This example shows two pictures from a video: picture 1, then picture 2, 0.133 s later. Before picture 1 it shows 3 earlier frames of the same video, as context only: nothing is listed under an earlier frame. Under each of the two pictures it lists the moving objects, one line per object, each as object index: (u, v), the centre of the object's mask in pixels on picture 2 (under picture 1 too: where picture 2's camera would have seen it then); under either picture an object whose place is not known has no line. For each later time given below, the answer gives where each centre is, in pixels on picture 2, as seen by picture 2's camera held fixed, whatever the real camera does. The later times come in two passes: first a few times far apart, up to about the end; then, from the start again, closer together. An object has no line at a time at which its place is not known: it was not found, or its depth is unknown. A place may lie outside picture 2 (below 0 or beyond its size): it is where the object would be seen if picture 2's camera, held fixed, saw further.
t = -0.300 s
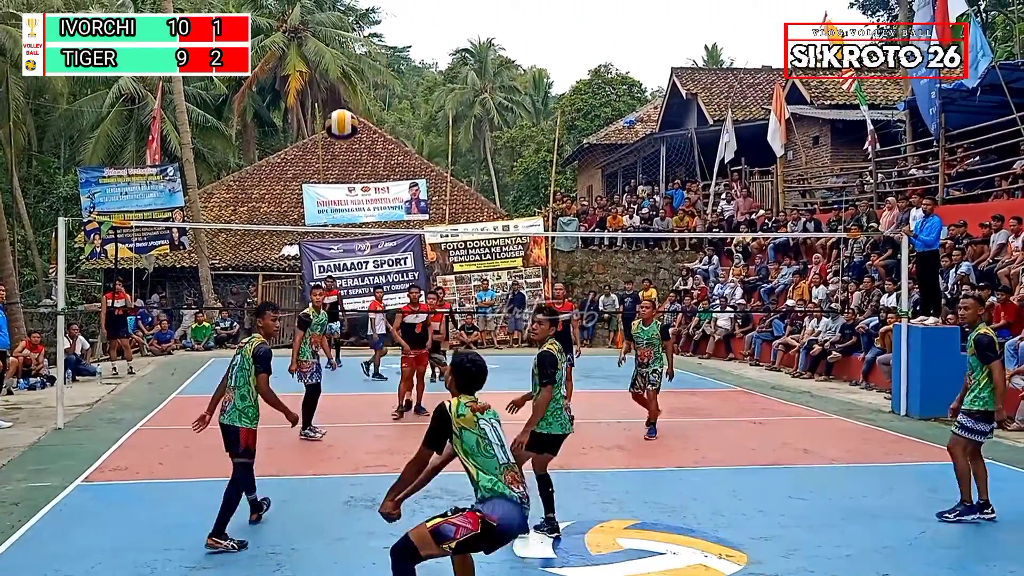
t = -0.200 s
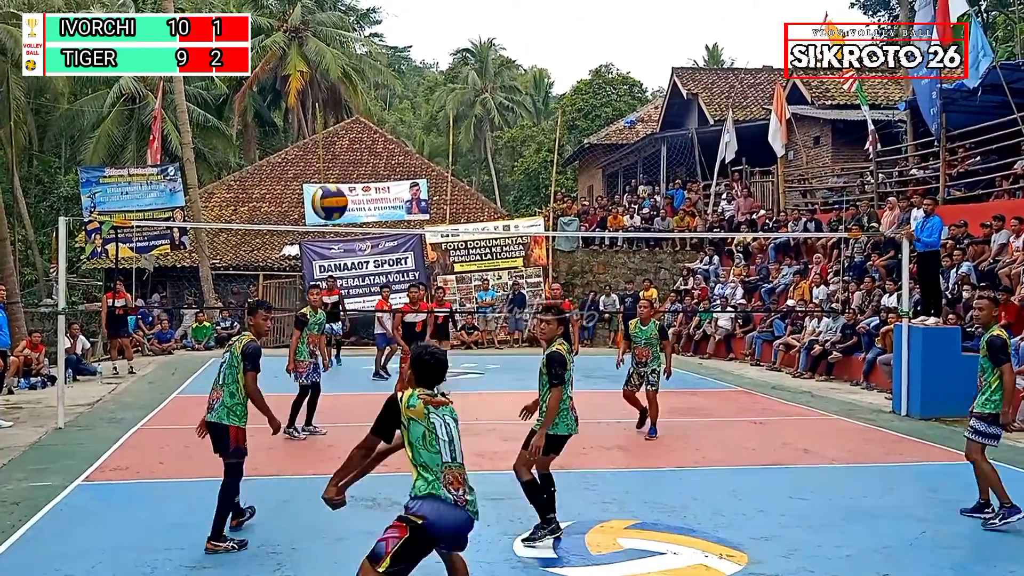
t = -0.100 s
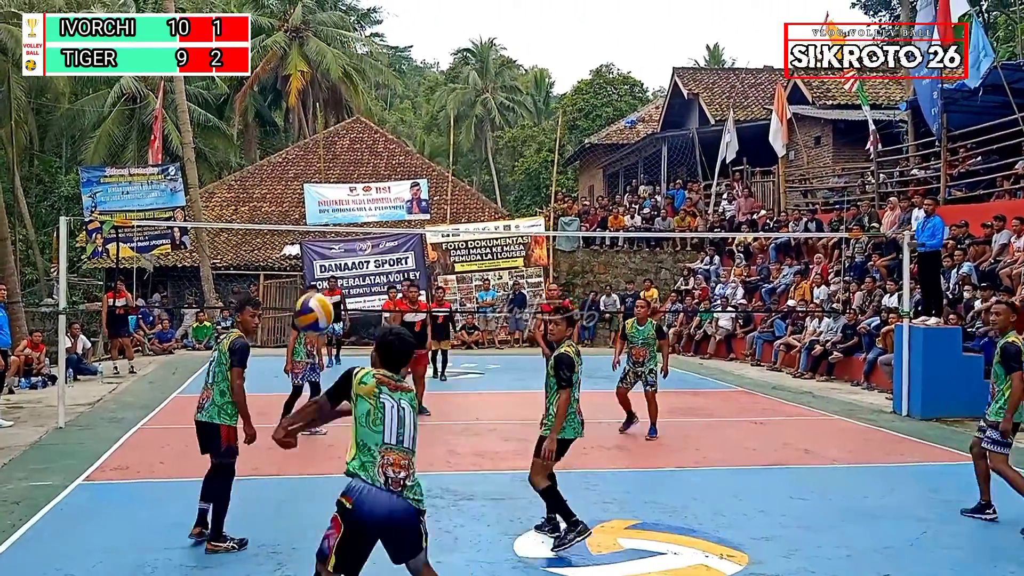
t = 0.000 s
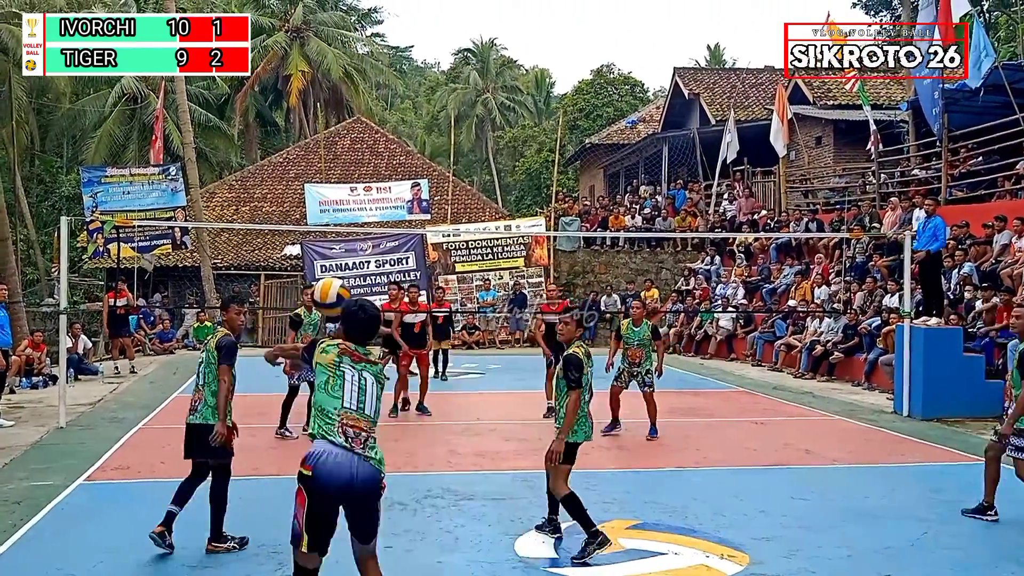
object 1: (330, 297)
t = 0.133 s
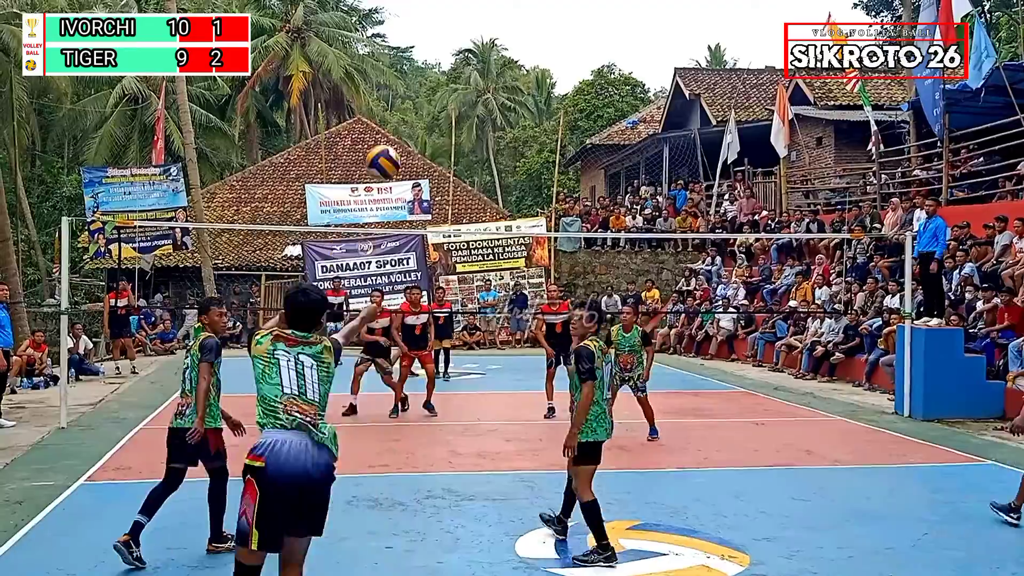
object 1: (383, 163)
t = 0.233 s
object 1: (415, 96)
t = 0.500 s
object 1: (482, 21)
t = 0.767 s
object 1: (532, 48)
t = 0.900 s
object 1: (552, 88)
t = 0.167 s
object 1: (394, 137)
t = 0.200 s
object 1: (405, 115)
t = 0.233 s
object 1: (415, 96)
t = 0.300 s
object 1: (434, 65)
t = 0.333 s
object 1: (443, 53)
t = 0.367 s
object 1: (451, 43)
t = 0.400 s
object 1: (459, 35)
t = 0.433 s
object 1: (467, 28)
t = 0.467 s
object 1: (475, 24)
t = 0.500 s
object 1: (482, 21)
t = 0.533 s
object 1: (490, 19)
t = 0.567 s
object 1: (496, 20)
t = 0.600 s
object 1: (503, 22)
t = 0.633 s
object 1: (509, 24)
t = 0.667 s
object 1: (515, 29)
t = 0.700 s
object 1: (521, 35)
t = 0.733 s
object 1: (526, 41)
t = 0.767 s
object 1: (532, 48)
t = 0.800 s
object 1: (537, 57)
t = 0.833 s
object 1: (542, 66)
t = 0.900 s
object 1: (552, 88)
